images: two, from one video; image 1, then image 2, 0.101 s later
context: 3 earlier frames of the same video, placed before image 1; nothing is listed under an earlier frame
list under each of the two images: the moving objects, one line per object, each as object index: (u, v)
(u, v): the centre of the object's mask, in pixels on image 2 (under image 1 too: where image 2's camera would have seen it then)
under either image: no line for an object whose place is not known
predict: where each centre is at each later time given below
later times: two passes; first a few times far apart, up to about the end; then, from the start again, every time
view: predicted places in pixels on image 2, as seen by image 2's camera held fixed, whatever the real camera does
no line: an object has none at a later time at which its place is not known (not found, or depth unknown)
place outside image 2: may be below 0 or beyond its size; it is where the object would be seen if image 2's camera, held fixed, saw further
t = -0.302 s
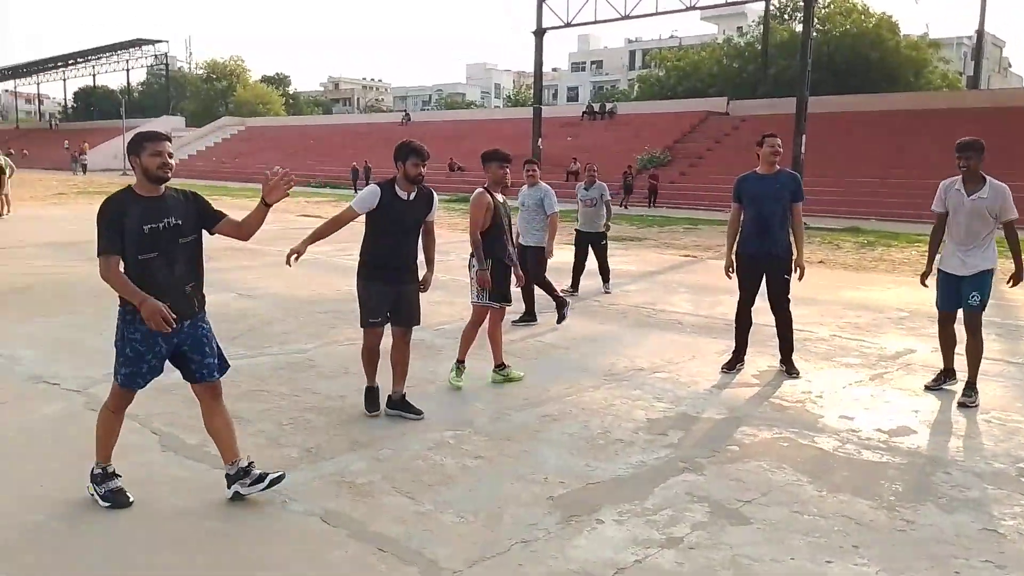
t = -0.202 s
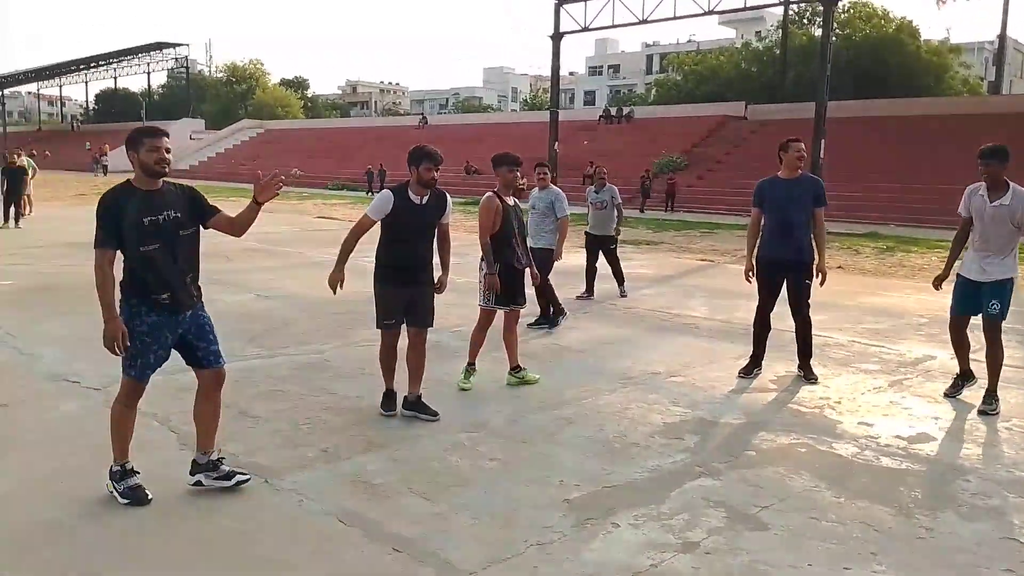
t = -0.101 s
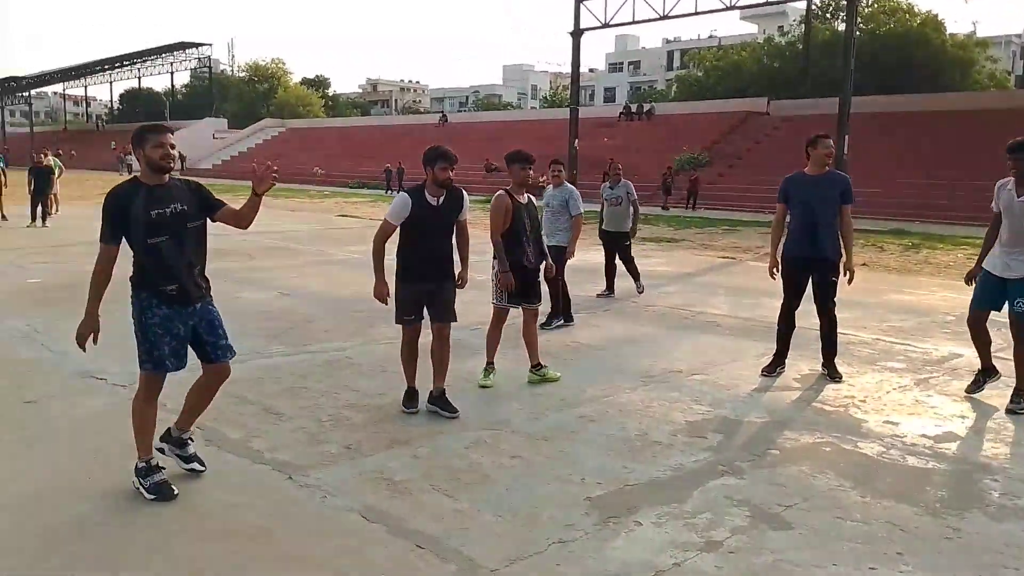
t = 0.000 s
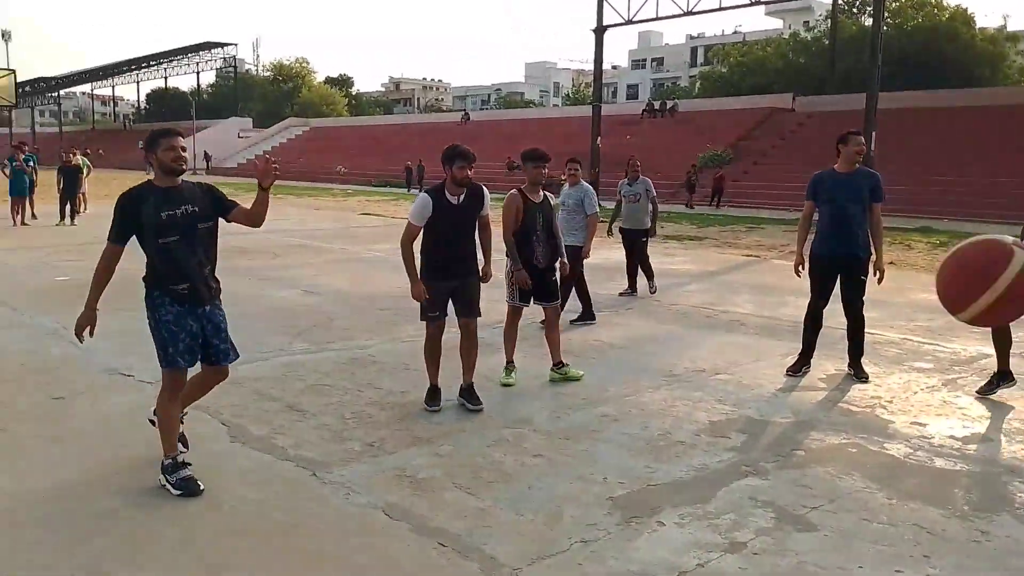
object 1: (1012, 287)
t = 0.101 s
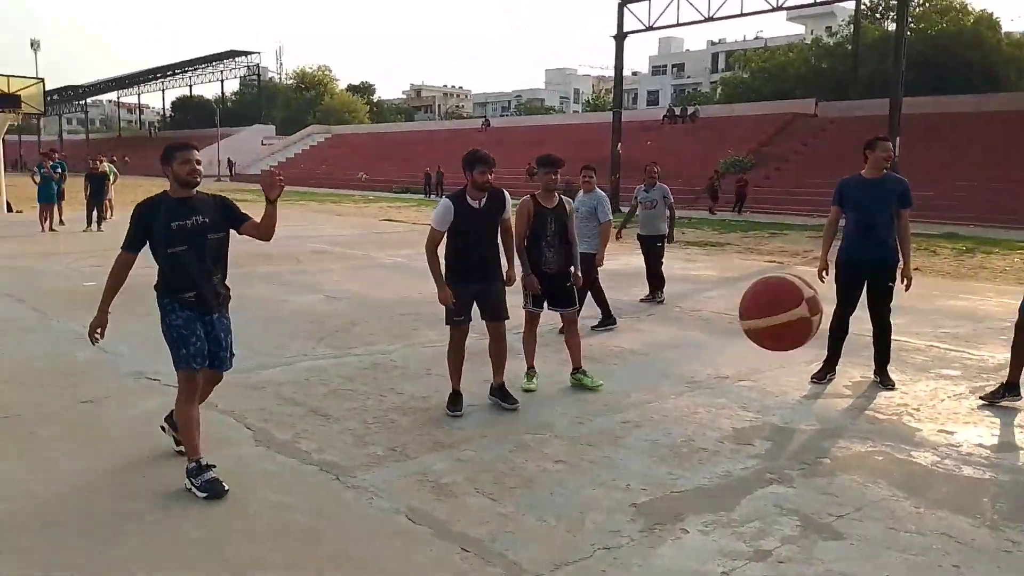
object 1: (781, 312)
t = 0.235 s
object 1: (569, 375)
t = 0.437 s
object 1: (382, 477)
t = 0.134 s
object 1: (719, 325)
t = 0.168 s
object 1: (664, 340)
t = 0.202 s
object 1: (614, 356)
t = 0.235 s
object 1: (569, 375)
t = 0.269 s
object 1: (529, 394)
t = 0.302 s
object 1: (492, 414)
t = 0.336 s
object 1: (458, 434)
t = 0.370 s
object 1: (428, 455)
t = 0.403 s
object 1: (400, 477)
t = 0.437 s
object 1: (382, 477)
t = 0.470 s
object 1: (370, 444)
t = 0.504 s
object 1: (359, 414)
